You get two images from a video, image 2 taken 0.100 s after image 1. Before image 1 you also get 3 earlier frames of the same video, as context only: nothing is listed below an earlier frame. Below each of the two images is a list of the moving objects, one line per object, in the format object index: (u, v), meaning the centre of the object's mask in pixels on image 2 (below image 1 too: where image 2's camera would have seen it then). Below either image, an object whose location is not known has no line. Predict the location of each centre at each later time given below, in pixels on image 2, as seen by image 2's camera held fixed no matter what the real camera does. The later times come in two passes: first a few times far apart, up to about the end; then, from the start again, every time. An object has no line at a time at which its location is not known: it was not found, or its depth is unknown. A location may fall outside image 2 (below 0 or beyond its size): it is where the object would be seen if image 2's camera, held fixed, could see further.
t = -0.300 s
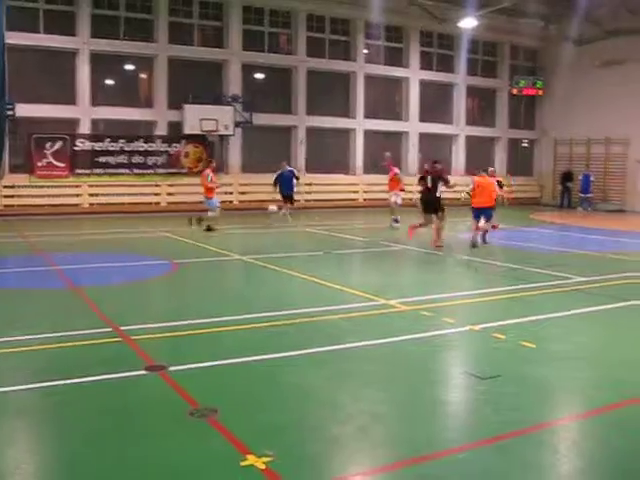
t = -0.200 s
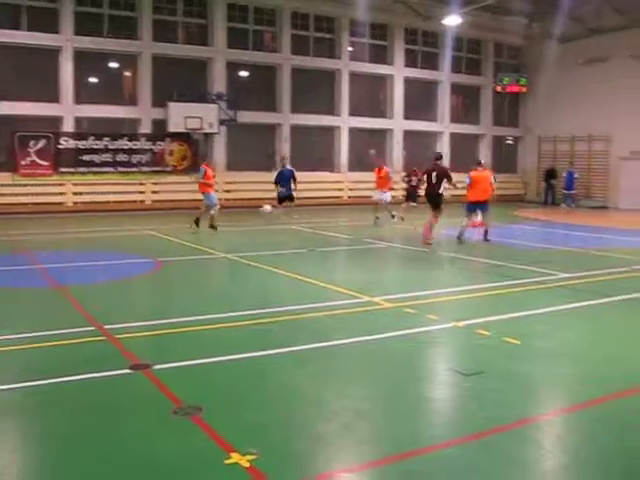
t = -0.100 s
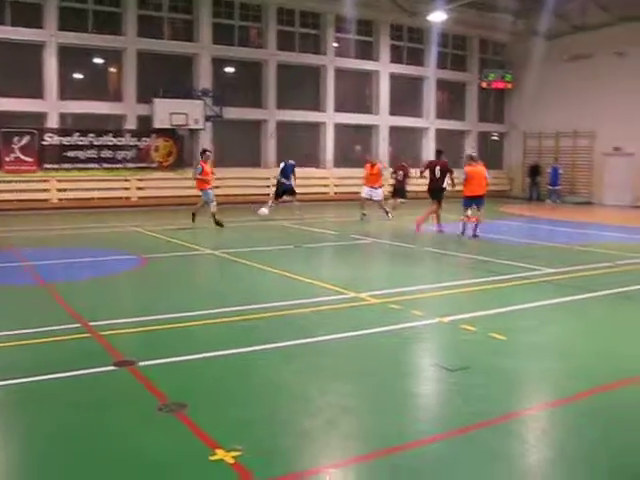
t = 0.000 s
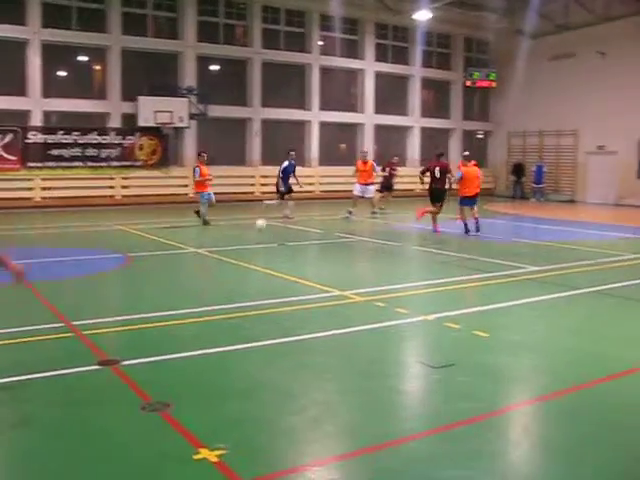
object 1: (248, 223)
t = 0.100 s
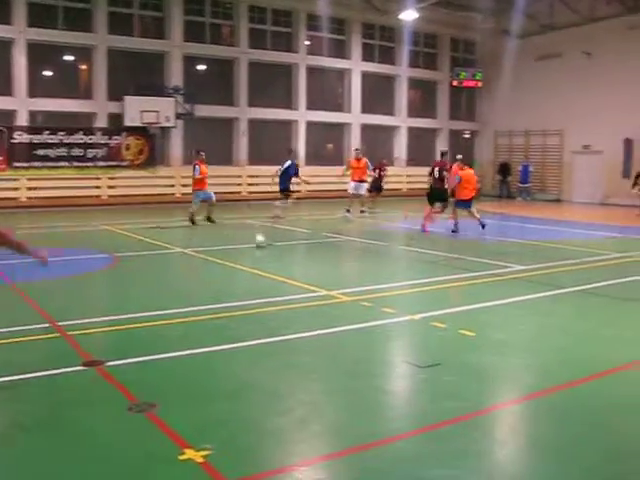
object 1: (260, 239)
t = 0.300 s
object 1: (285, 239)
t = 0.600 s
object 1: (330, 263)
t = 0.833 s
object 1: (369, 277)
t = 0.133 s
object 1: (264, 238)
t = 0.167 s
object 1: (267, 237)
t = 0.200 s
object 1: (272, 237)
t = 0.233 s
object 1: (276, 237)
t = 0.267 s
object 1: (280, 237)
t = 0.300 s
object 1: (285, 239)
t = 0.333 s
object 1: (290, 244)
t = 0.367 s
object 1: (295, 248)
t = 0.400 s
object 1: (300, 253)
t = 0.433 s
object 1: (305, 256)
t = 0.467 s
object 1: (310, 256)
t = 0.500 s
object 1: (314, 257)
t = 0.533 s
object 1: (319, 258)
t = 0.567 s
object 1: (324, 260)
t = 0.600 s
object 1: (330, 263)
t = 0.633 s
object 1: (336, 267)
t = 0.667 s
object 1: (341, 267)
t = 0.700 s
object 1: (346, 267)
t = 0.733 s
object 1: (351, 268)
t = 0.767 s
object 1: (357, 270)
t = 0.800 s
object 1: (363, 274)
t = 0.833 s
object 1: (369, 277)
